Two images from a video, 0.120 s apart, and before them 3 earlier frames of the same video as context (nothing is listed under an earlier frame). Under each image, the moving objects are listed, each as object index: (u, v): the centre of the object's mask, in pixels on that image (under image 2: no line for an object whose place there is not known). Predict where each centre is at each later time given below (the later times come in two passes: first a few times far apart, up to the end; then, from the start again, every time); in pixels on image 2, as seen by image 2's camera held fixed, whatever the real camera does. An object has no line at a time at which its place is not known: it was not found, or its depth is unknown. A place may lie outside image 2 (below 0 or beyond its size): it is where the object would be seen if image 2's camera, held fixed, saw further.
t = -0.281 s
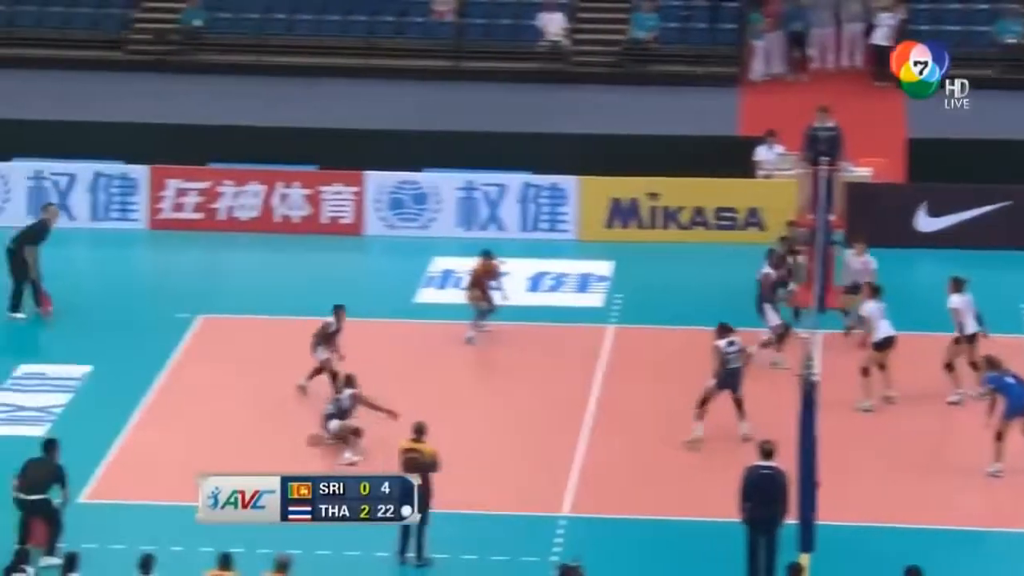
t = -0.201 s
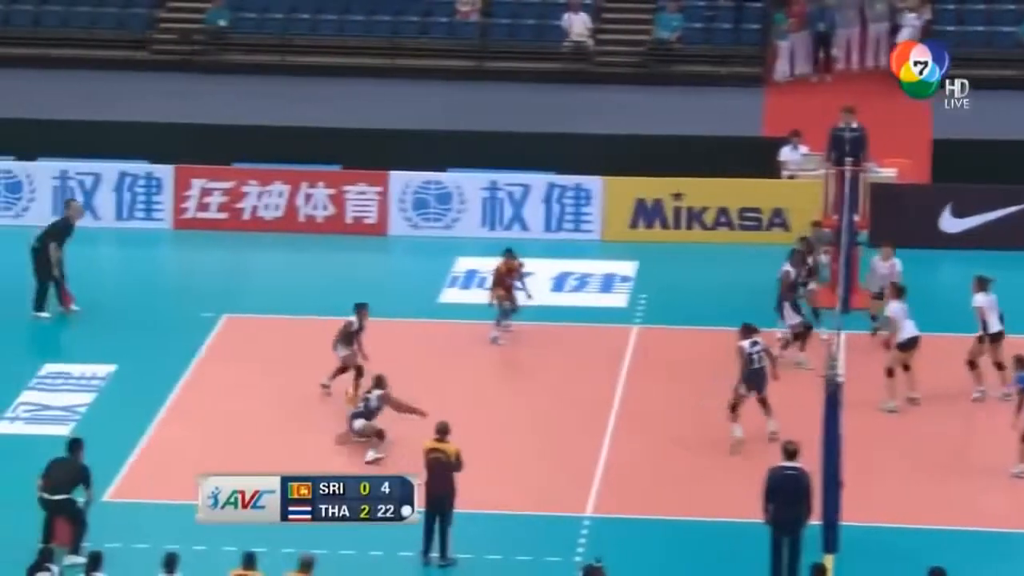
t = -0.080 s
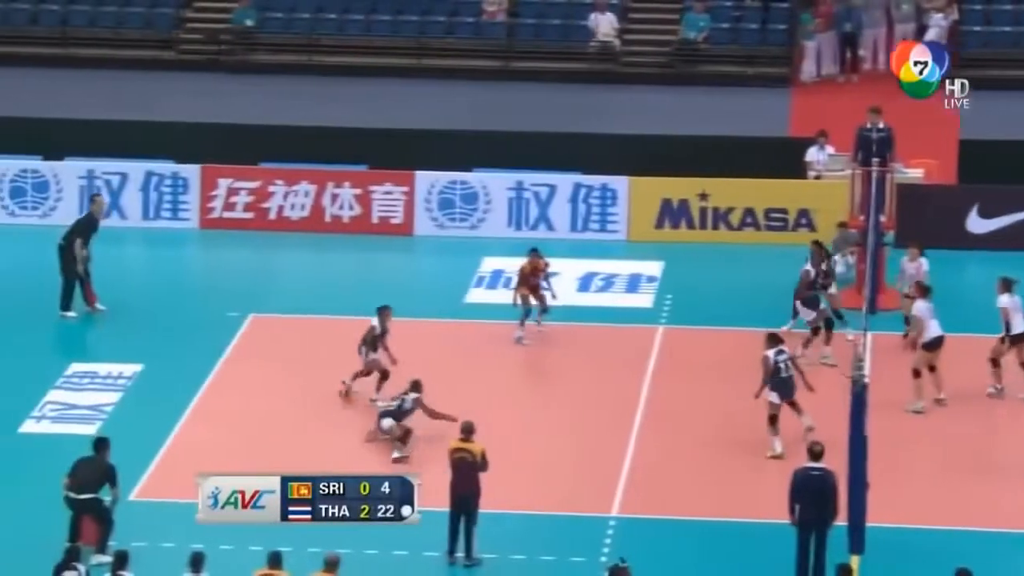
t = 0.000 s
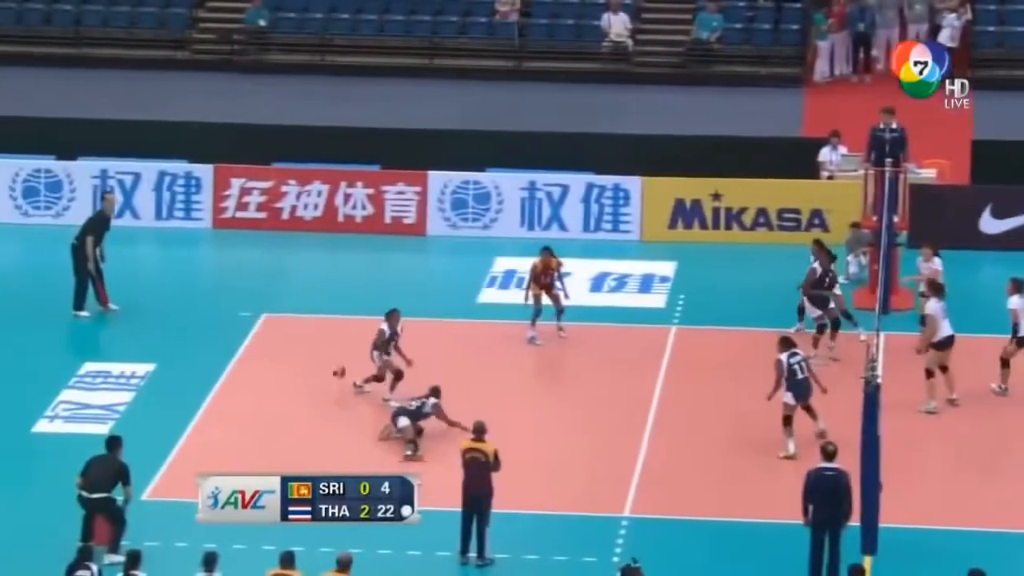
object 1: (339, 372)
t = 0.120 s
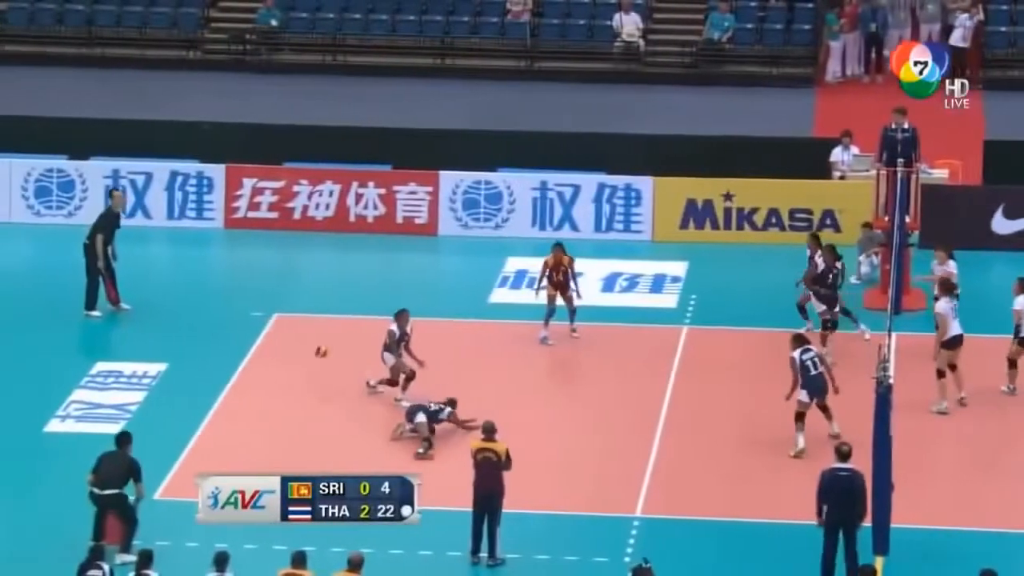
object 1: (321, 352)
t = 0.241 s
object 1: (293, 341)
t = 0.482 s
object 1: (241, 335)
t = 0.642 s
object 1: (205, 310)
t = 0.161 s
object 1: (311, 346)
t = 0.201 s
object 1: (303, 344)
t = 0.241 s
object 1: (293, 341)
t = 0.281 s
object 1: (284, 341)
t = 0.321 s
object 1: (274, 341)
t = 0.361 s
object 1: (266, 344)
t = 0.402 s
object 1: (258, 346)
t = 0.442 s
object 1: (249, 347)
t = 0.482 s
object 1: (241, 335)
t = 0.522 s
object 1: (233, 328)
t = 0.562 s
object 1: (224, 320)
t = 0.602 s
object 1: (215, 314)
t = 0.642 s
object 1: (205, 310)
